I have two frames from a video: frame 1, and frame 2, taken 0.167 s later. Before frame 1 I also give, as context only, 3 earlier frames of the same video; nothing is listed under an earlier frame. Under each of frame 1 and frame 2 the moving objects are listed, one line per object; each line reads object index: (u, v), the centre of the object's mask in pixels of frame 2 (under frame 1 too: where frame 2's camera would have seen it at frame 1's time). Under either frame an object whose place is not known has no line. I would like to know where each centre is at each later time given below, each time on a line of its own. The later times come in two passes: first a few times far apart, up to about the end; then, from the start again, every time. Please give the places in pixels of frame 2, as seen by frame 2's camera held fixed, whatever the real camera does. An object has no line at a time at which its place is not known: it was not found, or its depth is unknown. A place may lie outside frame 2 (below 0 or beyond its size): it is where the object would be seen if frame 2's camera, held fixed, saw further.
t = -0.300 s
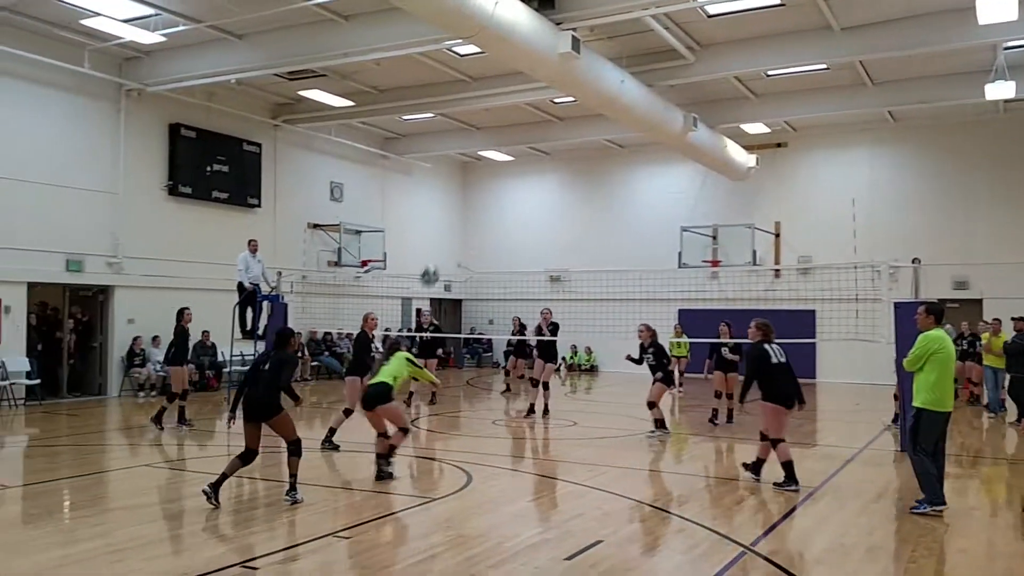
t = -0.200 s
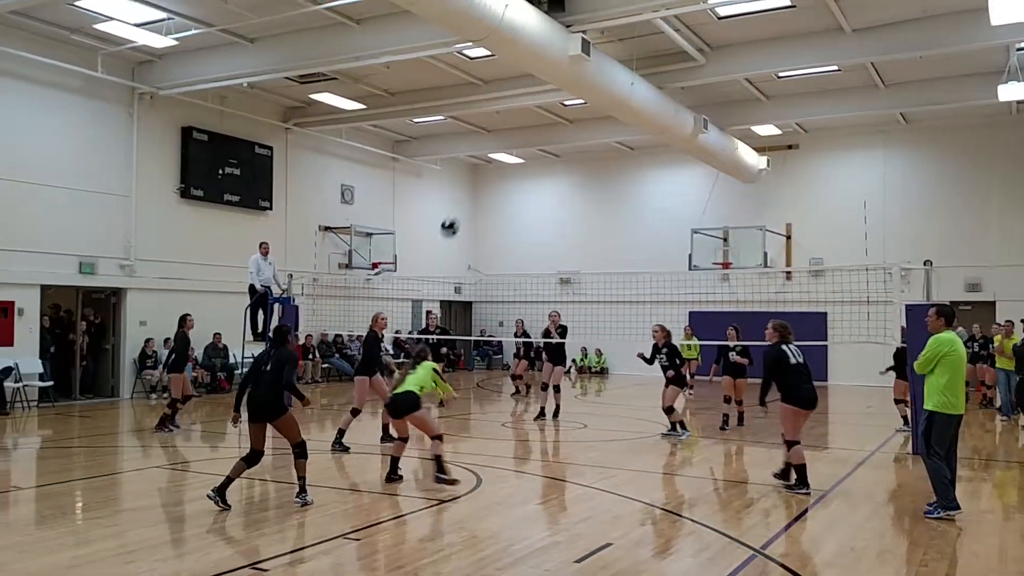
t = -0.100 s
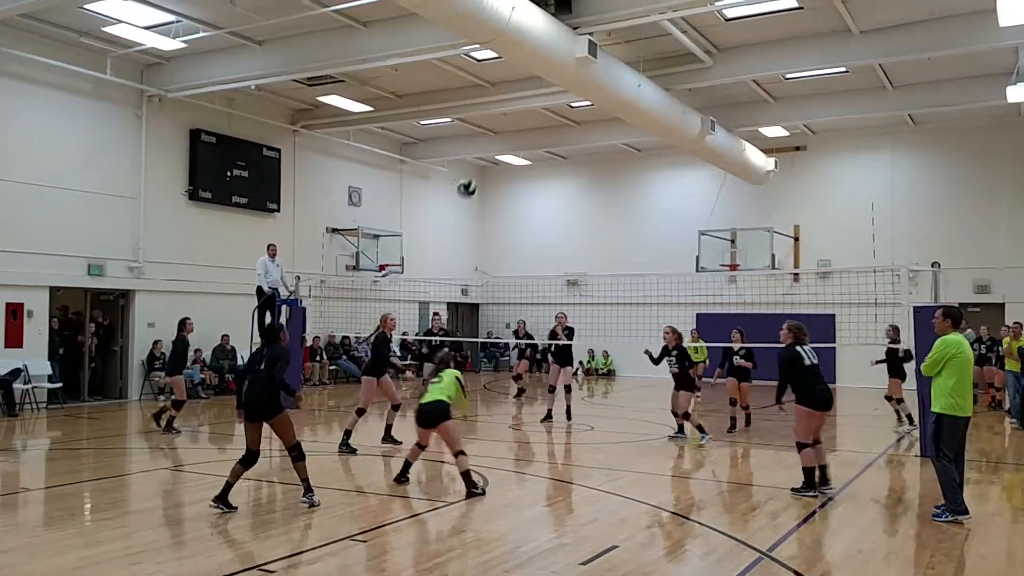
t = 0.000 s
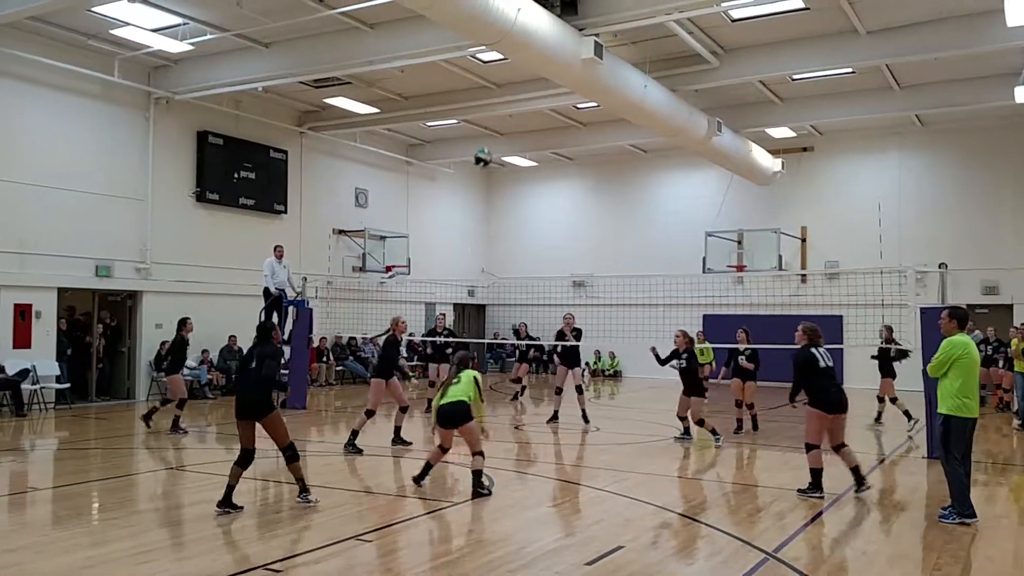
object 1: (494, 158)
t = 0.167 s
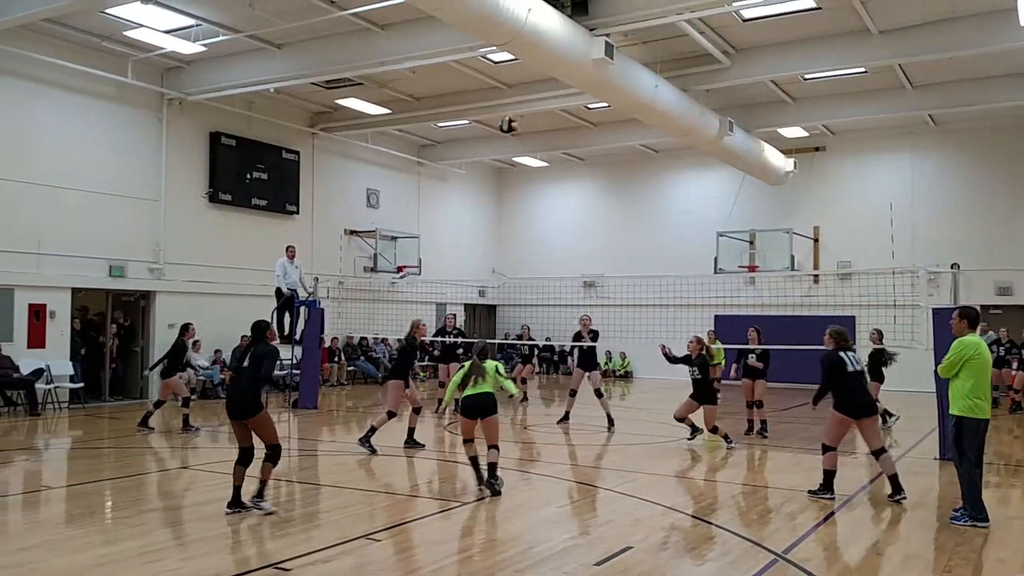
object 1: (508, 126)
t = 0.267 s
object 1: (517, 117)
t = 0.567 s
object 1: (544, 143)
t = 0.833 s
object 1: (563, 222)
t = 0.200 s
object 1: (511, 121)
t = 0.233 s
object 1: (514, 119)
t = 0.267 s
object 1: (517, 117)
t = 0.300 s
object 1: (520, 116)
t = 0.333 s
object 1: (524, 116)
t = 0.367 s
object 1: (527, 117)
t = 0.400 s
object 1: (529, 118)
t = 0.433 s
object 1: (531, 121)
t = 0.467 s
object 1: (535, 125)
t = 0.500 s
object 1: (537, 130)
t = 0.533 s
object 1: (540, 135)
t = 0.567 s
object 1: (544, 143)
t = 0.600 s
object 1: (545, 150)
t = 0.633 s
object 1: (549, 158)
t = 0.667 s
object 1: (551, 166)
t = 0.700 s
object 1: (553, 176)
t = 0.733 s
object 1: (556, 187)
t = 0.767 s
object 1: (558, 198)
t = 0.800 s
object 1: (561, 209)
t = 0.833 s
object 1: (563, 222)
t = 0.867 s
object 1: (566, 235)
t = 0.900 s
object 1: (568, 250)
